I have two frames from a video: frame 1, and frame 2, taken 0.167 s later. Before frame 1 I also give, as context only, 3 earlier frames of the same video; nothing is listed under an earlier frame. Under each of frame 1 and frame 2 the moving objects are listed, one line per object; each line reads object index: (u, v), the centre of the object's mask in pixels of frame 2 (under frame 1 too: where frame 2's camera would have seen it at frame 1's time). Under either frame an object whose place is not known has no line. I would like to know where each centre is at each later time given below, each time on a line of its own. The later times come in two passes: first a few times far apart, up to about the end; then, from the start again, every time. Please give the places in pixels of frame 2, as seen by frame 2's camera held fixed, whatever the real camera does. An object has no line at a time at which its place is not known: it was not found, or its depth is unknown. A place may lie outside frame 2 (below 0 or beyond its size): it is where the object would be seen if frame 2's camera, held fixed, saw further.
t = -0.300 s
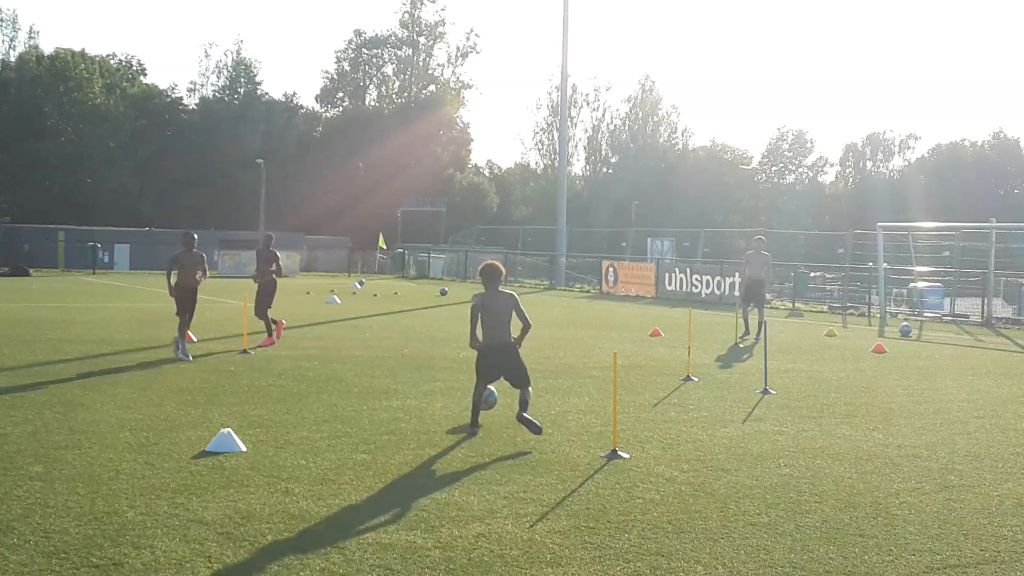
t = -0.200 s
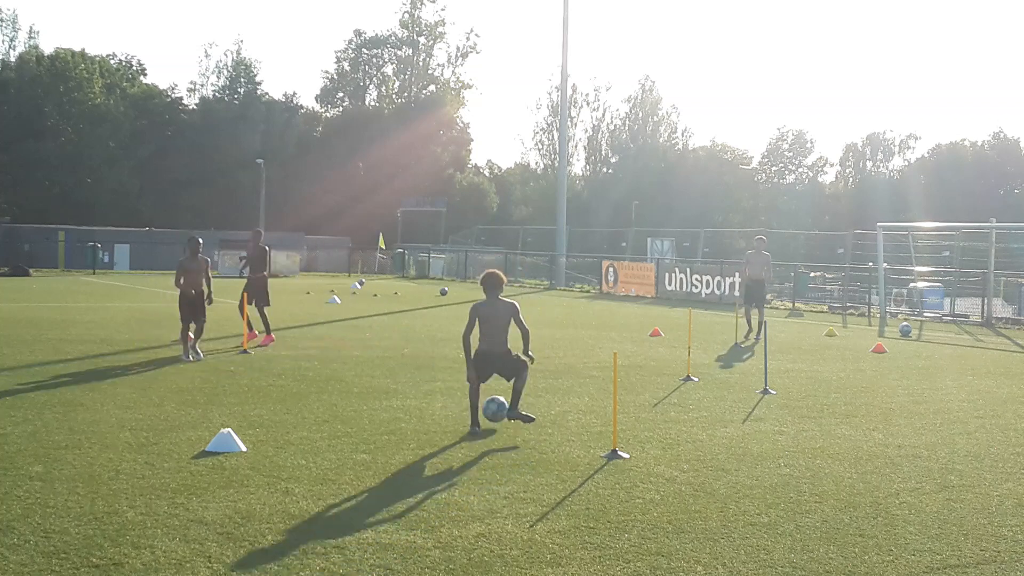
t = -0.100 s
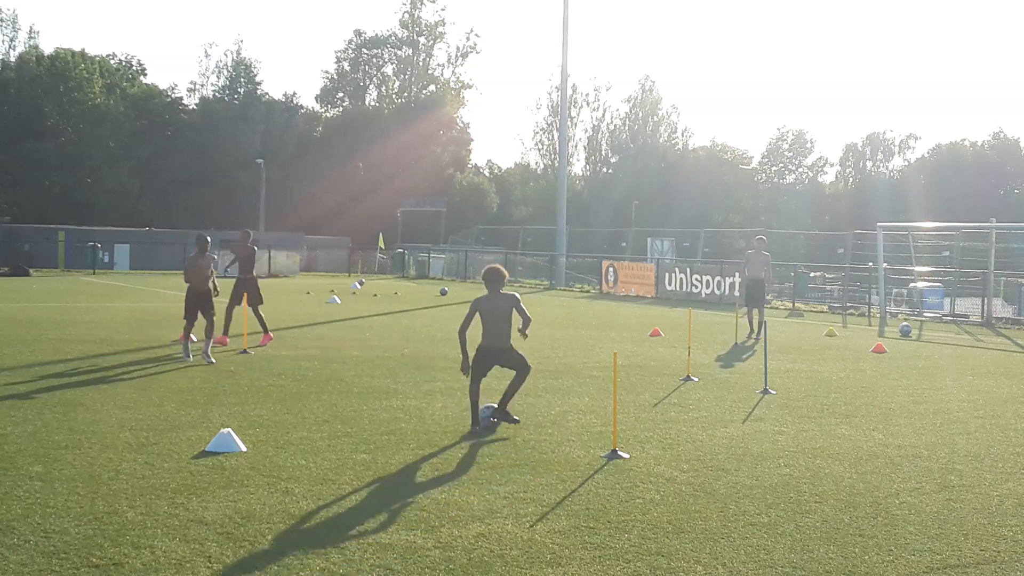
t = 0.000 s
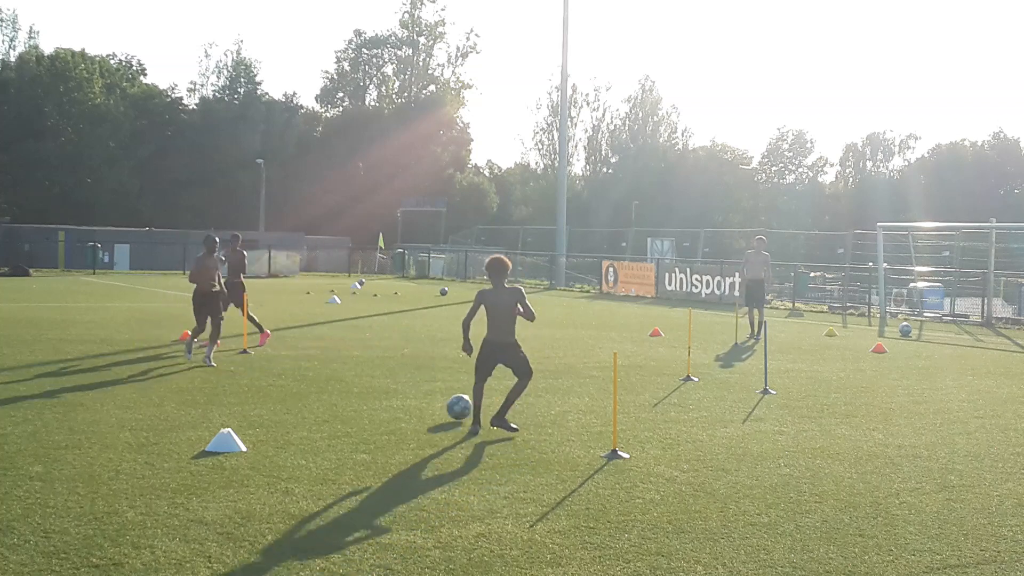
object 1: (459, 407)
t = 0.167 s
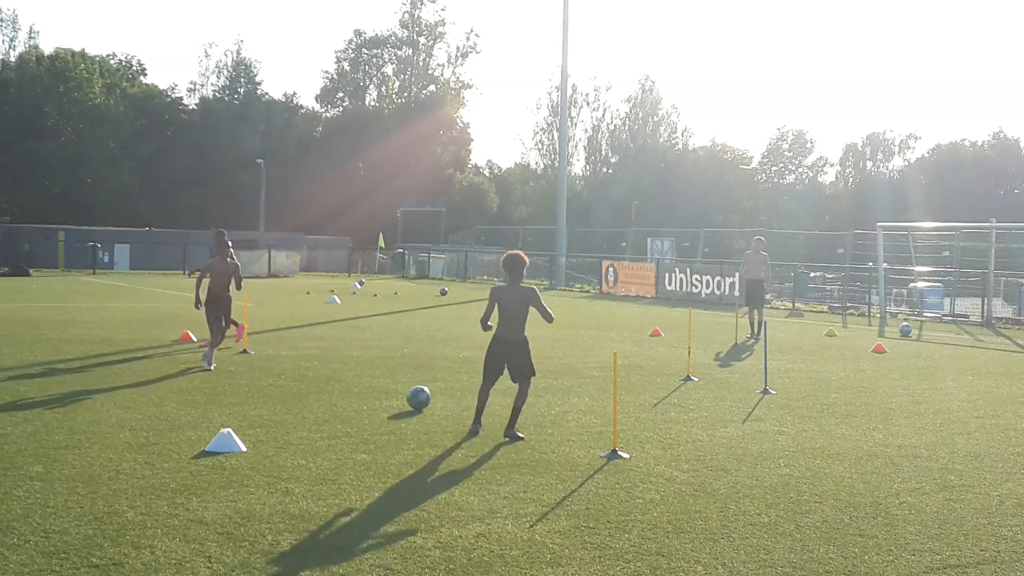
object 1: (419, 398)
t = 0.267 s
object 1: (400, 392)
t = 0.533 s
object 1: (366, 384)
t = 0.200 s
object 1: (412, 396)
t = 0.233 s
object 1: (406, 394)
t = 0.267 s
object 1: (400, 392)
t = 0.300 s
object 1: (395, 392)
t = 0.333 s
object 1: (390, 390)
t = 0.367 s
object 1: (386, 388)
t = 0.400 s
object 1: (382, 387)
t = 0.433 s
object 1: (378, 387)
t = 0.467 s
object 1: (374, 386)
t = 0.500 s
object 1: (370, 385)
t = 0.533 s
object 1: (366, 384)
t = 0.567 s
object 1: (362, 382)
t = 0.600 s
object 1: (358, 381)
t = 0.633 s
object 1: (355, 380)
